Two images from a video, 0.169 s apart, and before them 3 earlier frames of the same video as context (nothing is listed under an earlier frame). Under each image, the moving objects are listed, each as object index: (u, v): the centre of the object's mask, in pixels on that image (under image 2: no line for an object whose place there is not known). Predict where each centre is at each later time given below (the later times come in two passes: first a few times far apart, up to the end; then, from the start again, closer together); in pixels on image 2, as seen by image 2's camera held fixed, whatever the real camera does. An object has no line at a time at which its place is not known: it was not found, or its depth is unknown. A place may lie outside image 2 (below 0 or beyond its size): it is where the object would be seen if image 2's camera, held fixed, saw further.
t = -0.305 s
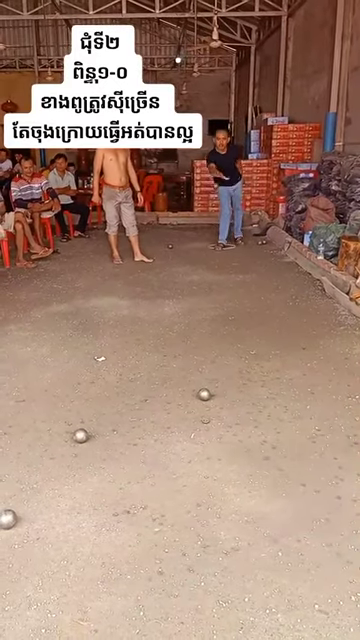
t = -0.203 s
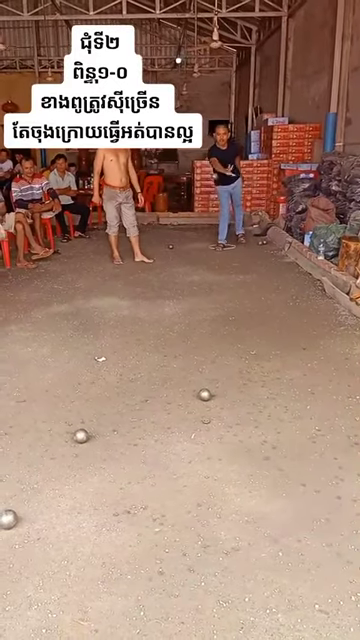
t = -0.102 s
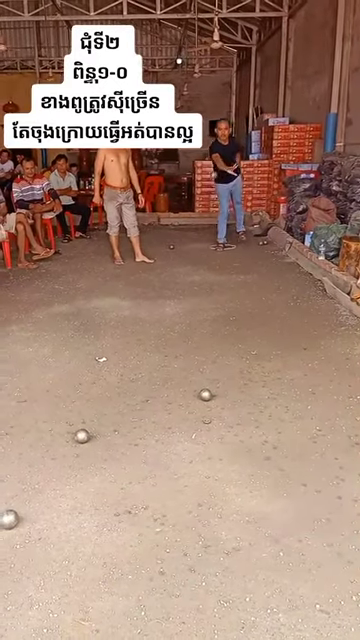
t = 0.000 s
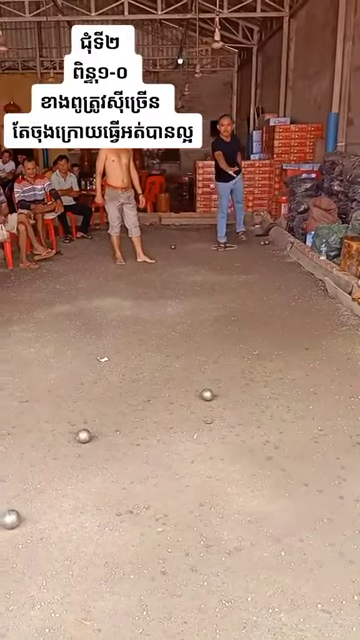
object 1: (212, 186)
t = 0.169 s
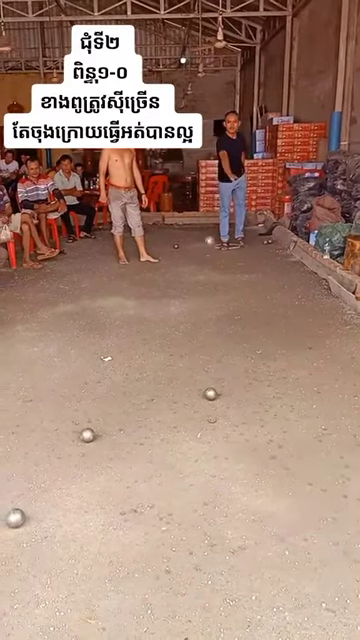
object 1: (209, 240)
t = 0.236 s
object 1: (206, 281)
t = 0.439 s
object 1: (198, 391)
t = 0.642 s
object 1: (194, 462)
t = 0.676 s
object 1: (193, 478)
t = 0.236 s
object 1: (206, 281)
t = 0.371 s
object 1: (199, 387)
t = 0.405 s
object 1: (199, 388)
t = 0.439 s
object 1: (198, 391)
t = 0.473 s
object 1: (197, 395)
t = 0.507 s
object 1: (197, 402)
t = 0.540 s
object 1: (196, 412)
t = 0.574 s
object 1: (196, 426)
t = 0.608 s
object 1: (194, 442)
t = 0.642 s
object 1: (194, 462)
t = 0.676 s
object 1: (193, 478)
